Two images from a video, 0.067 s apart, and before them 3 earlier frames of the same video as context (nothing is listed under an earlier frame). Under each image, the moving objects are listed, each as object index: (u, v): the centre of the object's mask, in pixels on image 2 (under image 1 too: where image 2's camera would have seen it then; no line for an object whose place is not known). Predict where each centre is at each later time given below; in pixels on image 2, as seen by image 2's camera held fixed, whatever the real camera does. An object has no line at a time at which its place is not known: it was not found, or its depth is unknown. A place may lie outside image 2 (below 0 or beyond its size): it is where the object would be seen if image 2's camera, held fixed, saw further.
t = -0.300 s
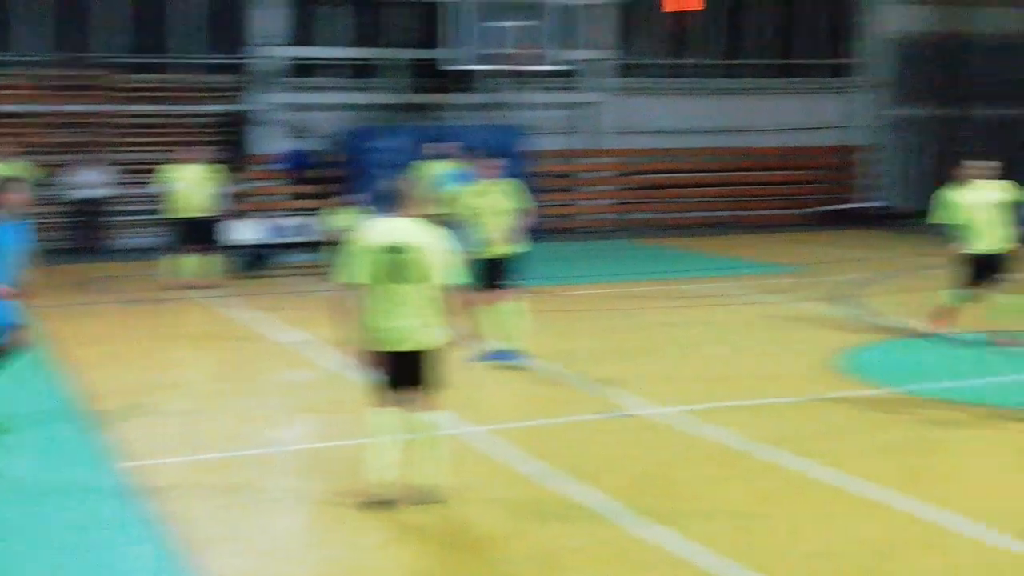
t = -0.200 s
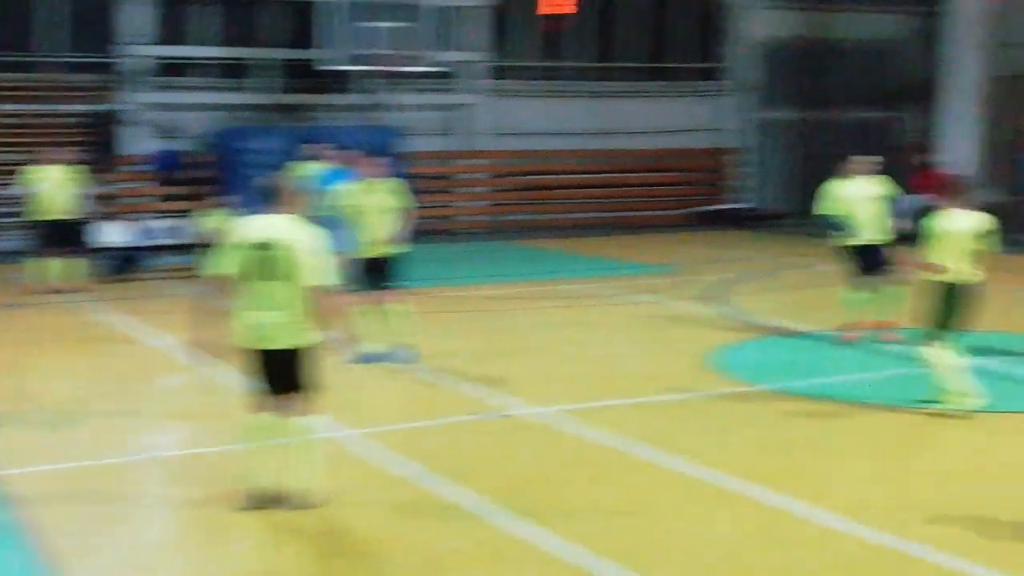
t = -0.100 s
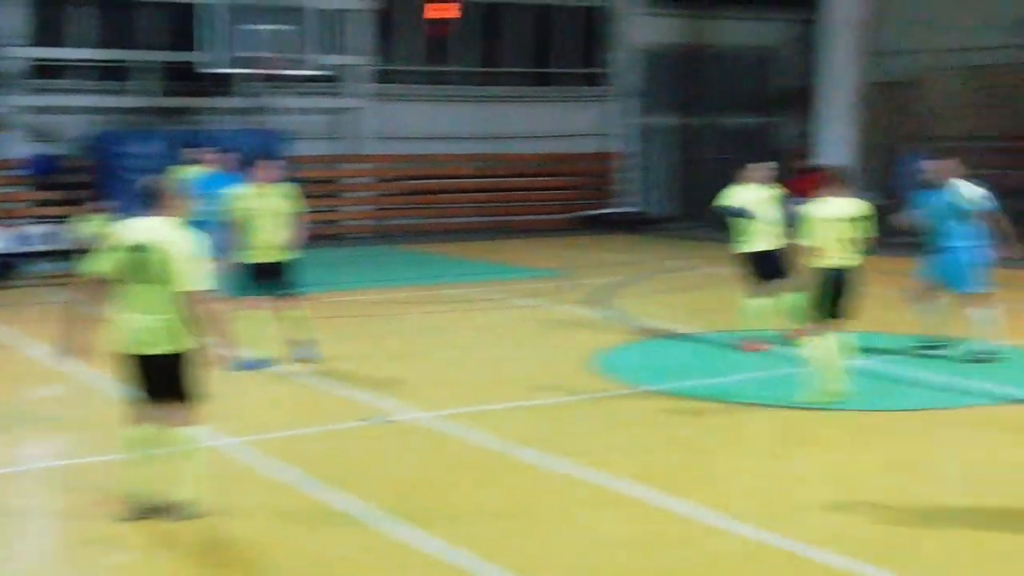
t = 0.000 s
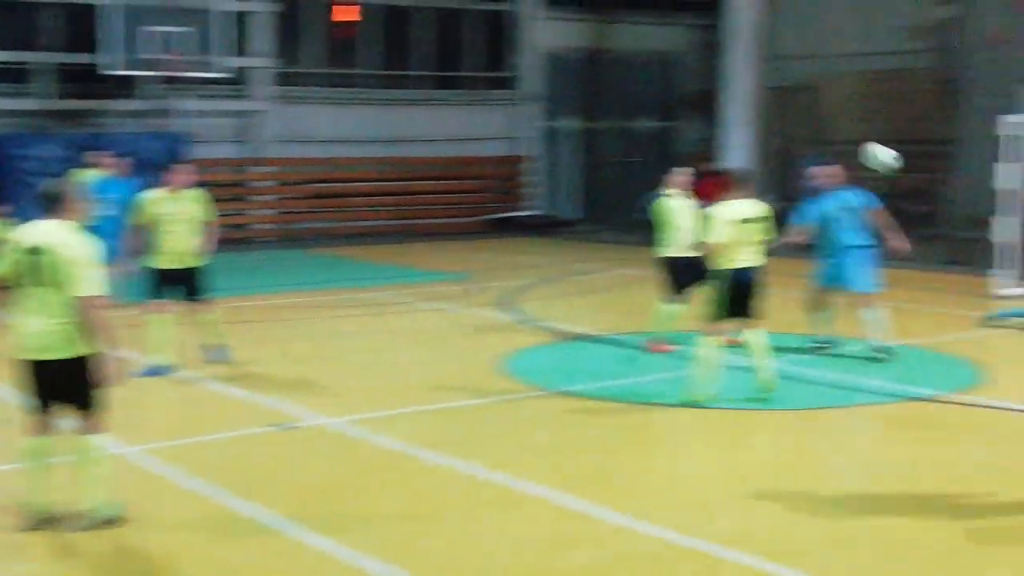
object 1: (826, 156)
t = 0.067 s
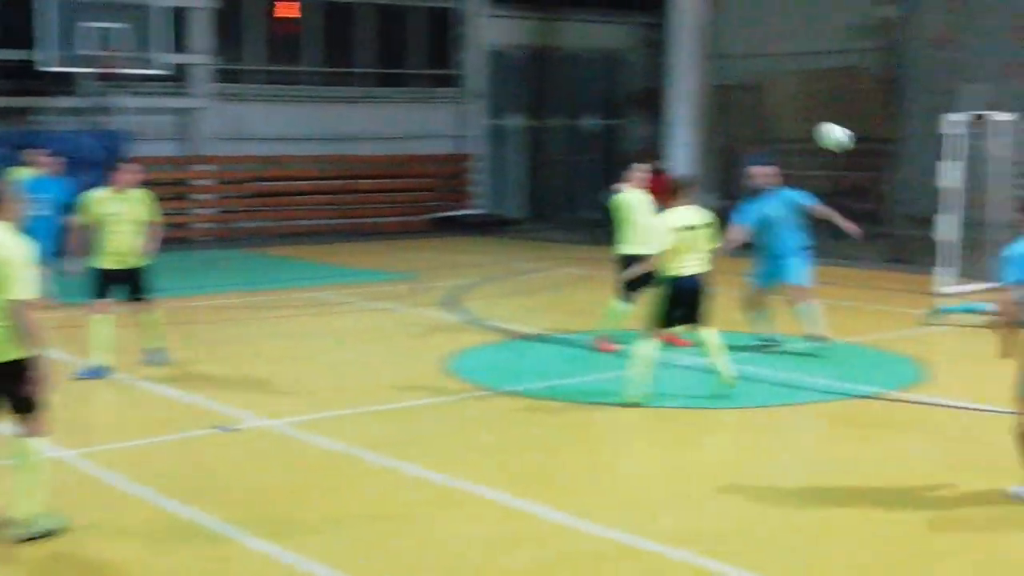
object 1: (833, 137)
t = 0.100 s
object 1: (835, 130)
